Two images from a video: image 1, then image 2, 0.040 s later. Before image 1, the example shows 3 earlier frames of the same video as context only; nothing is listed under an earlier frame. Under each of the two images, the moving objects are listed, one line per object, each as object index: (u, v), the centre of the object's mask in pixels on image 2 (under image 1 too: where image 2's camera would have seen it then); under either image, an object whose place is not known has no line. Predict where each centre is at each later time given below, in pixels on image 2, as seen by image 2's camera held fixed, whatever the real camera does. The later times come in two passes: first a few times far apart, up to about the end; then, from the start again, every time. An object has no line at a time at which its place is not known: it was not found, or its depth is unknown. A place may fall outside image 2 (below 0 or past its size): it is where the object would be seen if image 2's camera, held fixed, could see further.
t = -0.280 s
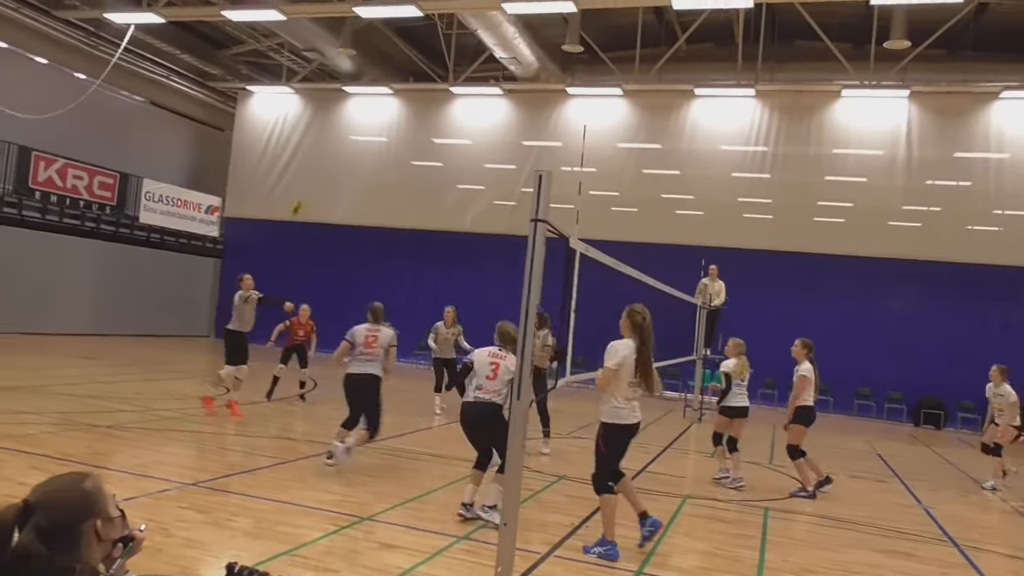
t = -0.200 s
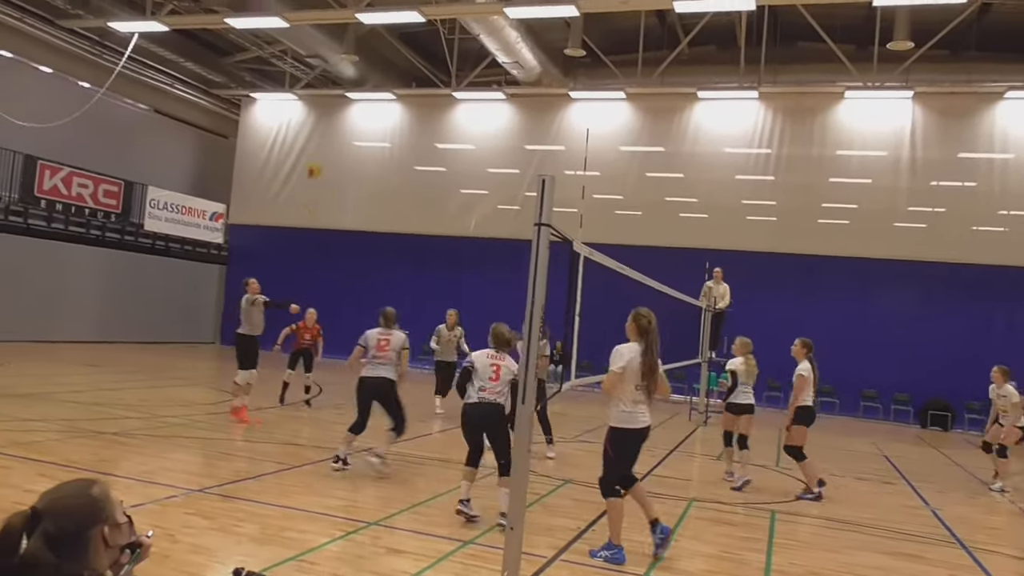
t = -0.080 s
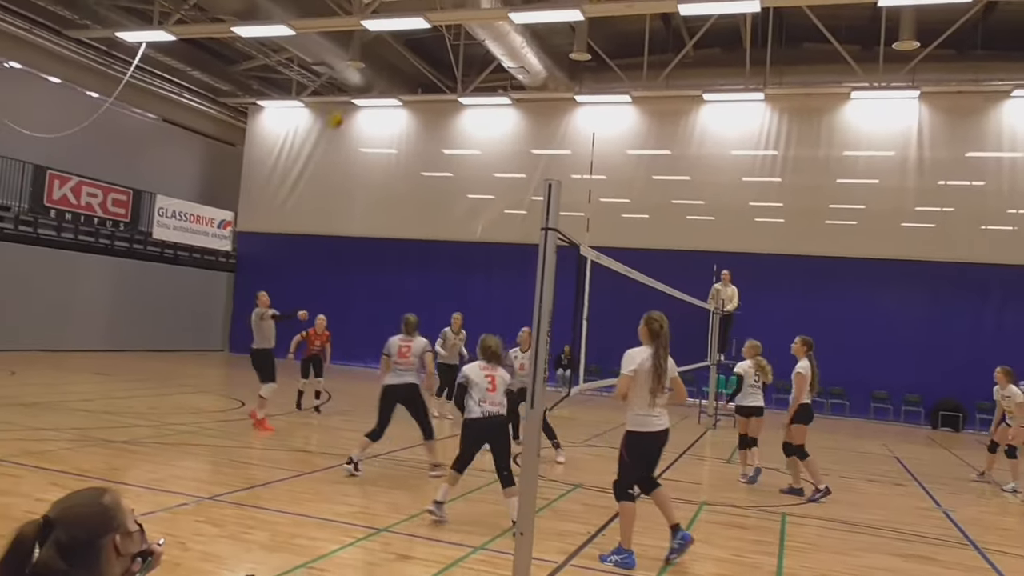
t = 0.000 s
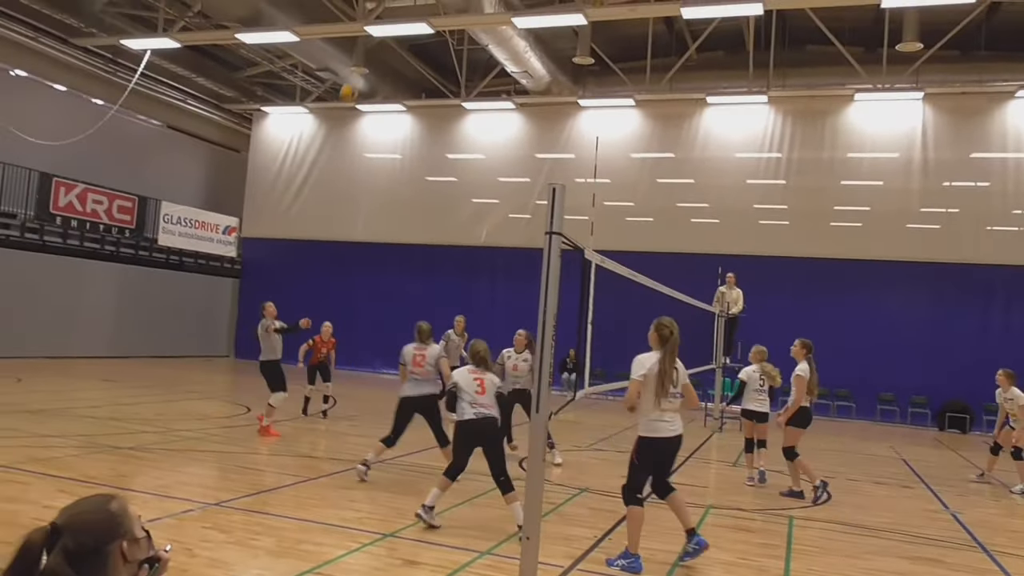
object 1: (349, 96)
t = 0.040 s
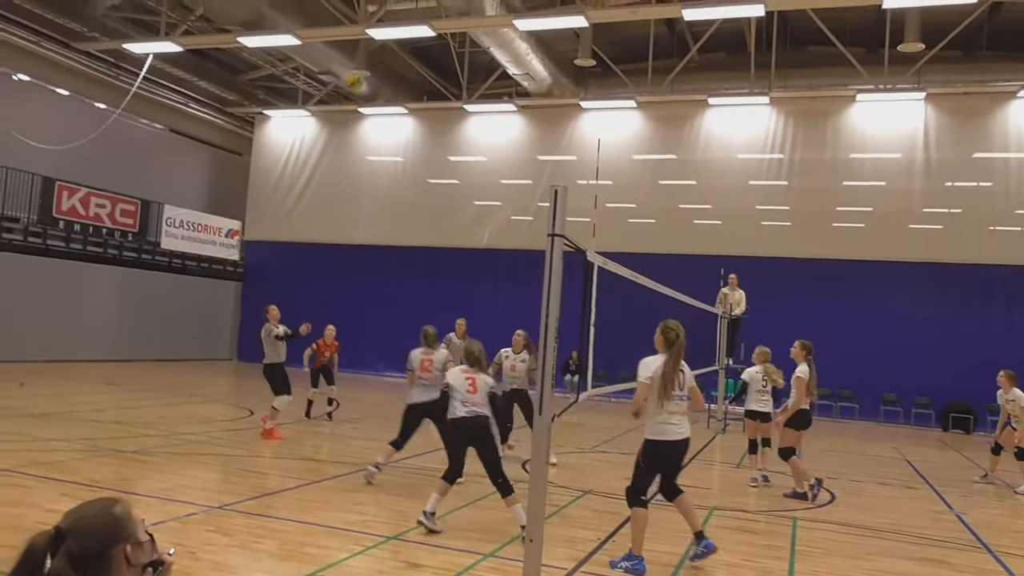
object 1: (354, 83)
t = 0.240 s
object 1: (375, 27)
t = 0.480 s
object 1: (397, 3)
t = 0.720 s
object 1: (417, 26)
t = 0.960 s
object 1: (436, 100)
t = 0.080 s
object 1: (360, 68)
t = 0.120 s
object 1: (364, 58)
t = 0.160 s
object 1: (367, 46)
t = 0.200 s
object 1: (371, 38)
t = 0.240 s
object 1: (375, 27)
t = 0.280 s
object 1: (378, 19)
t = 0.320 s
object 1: (382, 14)
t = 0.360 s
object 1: (384, 10)
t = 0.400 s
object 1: (389, 7)
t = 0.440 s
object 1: (393, 4)
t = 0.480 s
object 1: (397, 3)
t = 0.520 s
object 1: (401, 4)
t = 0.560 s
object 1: (405, 5)
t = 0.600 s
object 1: (407, 8)
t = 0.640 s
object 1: (410, 12)
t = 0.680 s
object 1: (413, 17)
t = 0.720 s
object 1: (417, 26)
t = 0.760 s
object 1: (421, 38)
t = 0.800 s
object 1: (424, 46)
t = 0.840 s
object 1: (427, 58)
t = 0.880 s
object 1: (430, 71)
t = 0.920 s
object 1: (433, 87)
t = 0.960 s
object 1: (436, 100)
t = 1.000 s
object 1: (439, 122)
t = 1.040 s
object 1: (442, 141)
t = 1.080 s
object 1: (444, 162)
